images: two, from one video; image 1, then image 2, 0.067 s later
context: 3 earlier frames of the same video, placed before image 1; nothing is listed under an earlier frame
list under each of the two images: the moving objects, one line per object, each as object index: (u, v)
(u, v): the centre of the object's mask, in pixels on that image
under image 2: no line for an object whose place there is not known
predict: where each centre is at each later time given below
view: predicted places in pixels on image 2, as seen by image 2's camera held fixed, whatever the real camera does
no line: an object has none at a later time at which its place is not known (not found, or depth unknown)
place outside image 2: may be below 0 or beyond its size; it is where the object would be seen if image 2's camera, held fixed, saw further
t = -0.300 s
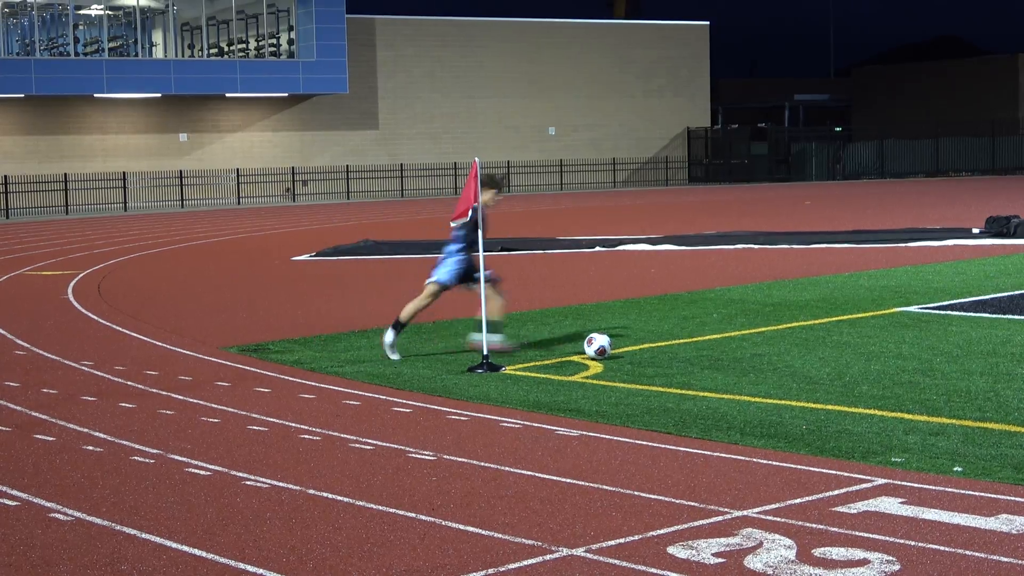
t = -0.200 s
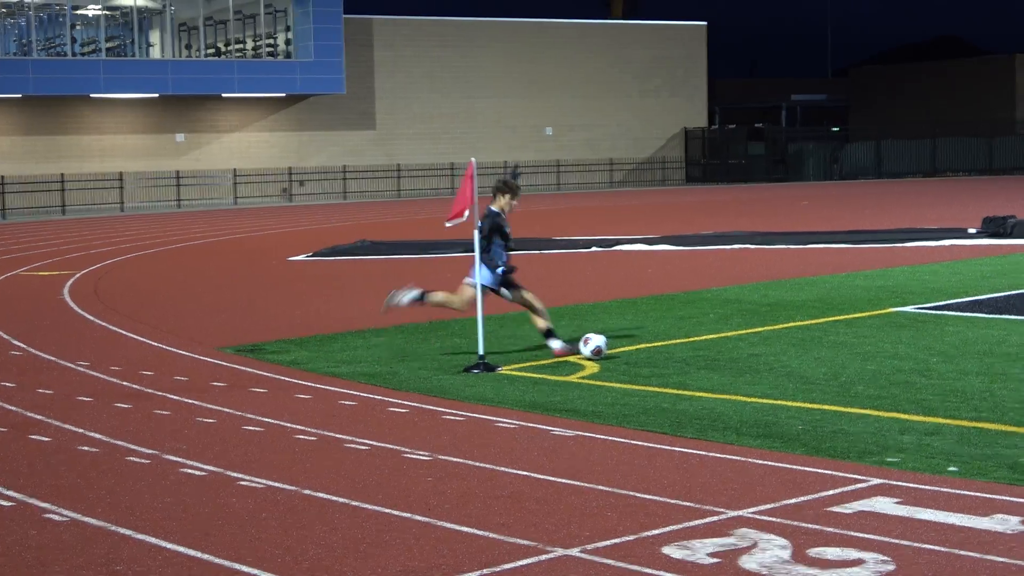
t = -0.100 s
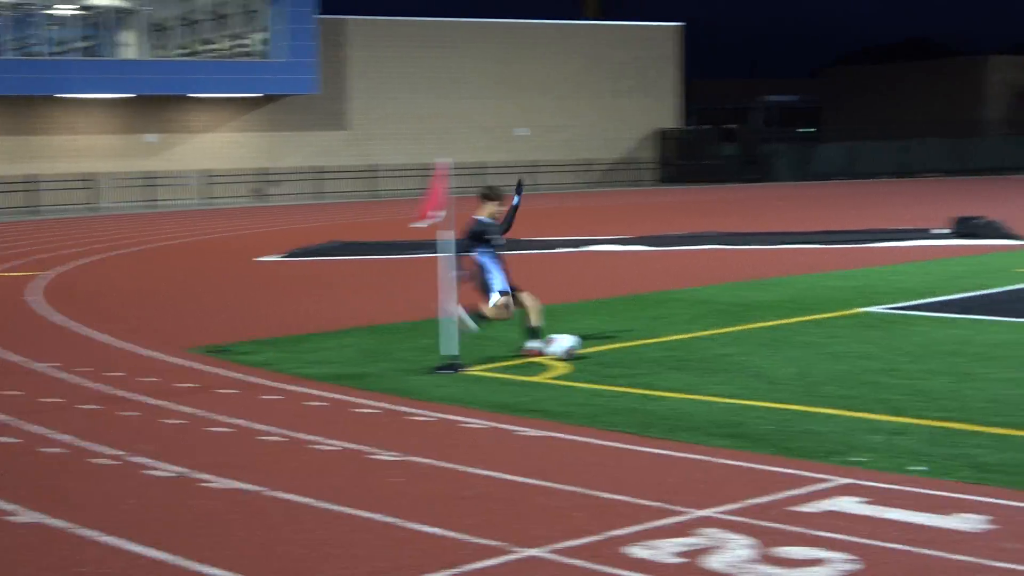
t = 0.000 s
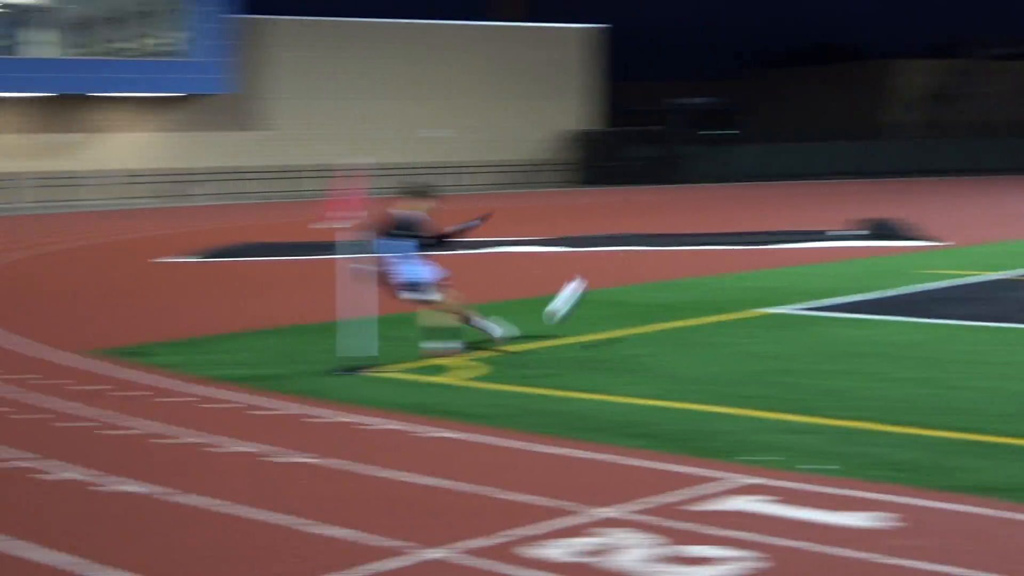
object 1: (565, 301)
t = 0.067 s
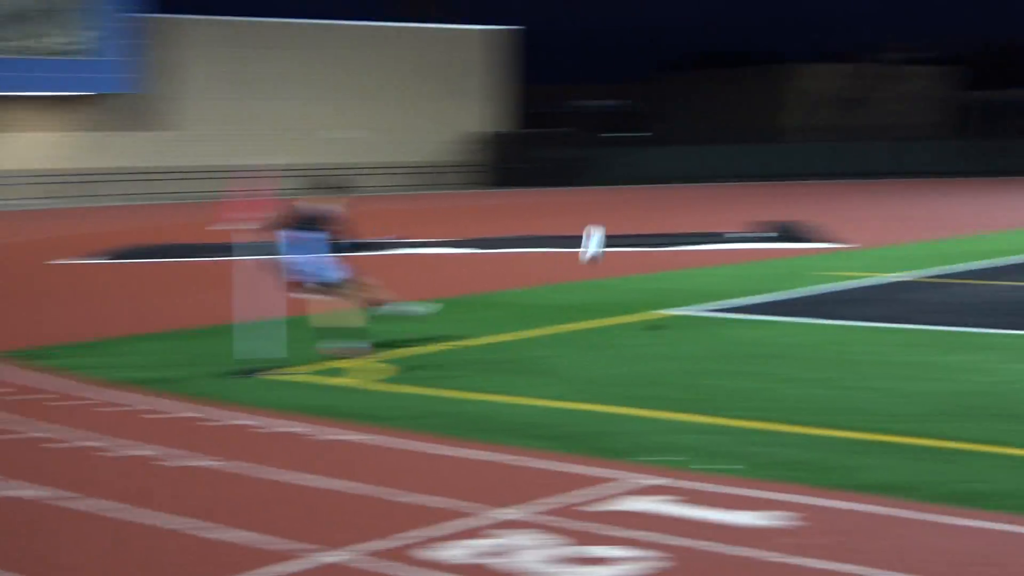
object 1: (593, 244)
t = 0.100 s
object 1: (631, 220)
